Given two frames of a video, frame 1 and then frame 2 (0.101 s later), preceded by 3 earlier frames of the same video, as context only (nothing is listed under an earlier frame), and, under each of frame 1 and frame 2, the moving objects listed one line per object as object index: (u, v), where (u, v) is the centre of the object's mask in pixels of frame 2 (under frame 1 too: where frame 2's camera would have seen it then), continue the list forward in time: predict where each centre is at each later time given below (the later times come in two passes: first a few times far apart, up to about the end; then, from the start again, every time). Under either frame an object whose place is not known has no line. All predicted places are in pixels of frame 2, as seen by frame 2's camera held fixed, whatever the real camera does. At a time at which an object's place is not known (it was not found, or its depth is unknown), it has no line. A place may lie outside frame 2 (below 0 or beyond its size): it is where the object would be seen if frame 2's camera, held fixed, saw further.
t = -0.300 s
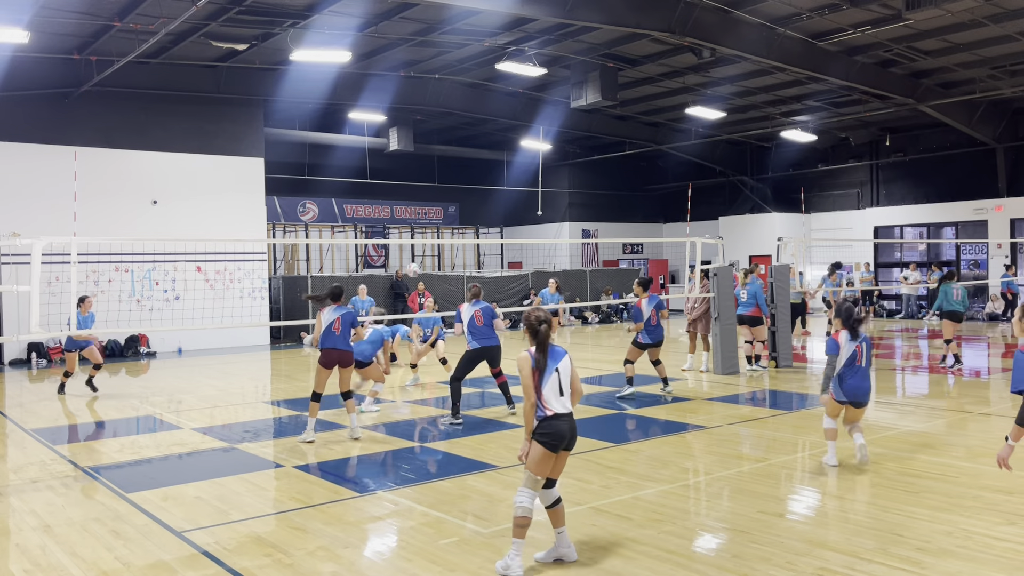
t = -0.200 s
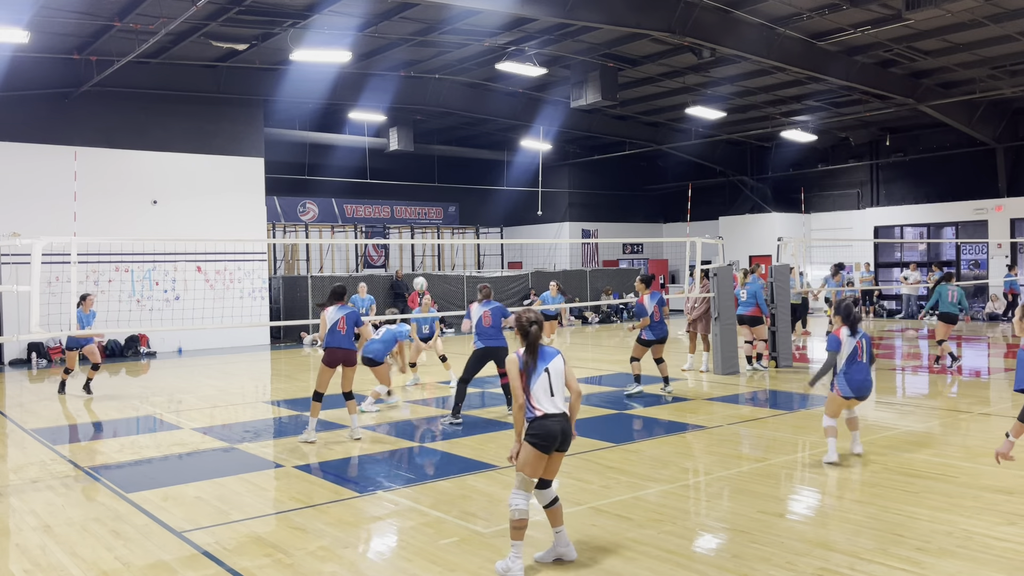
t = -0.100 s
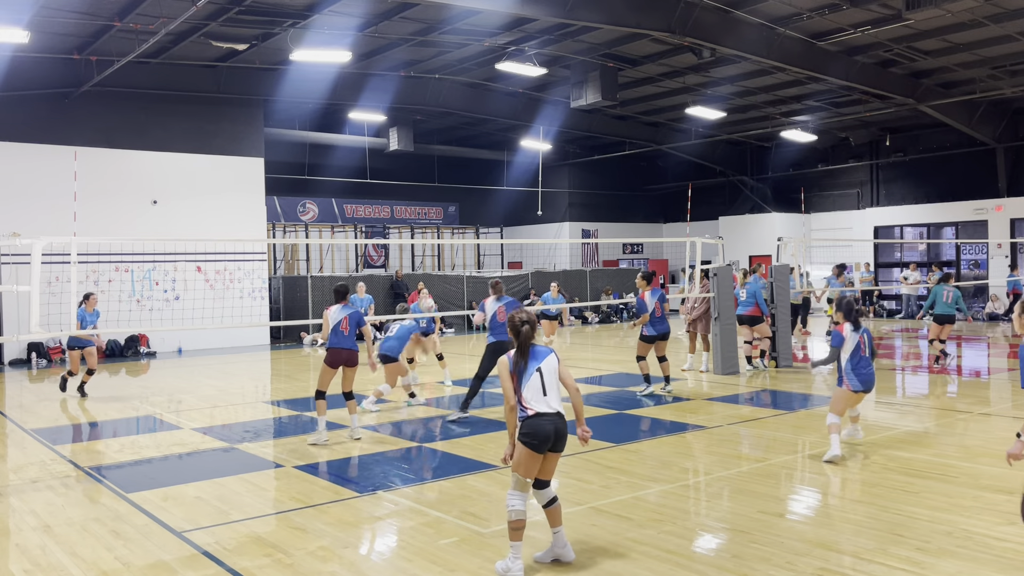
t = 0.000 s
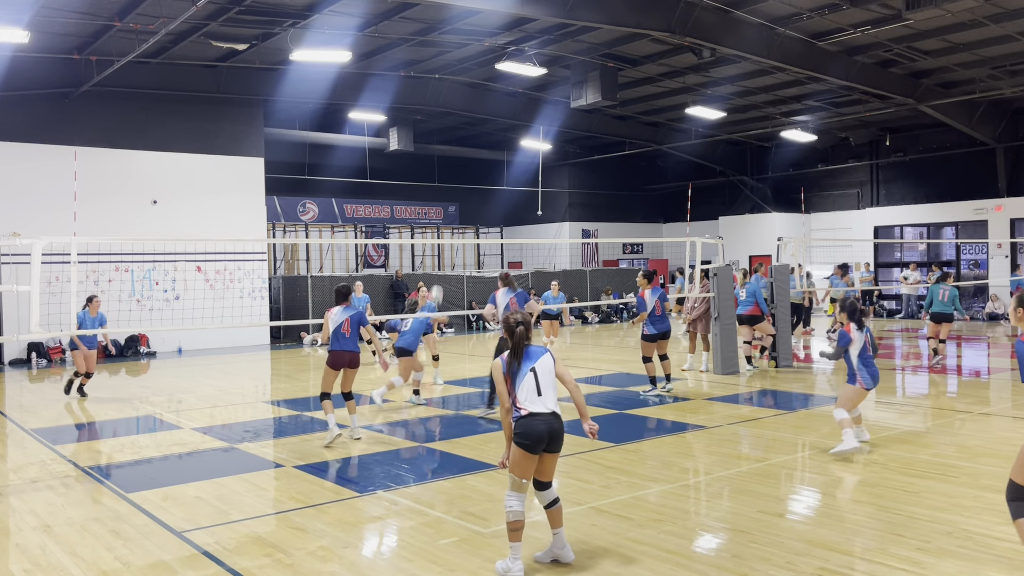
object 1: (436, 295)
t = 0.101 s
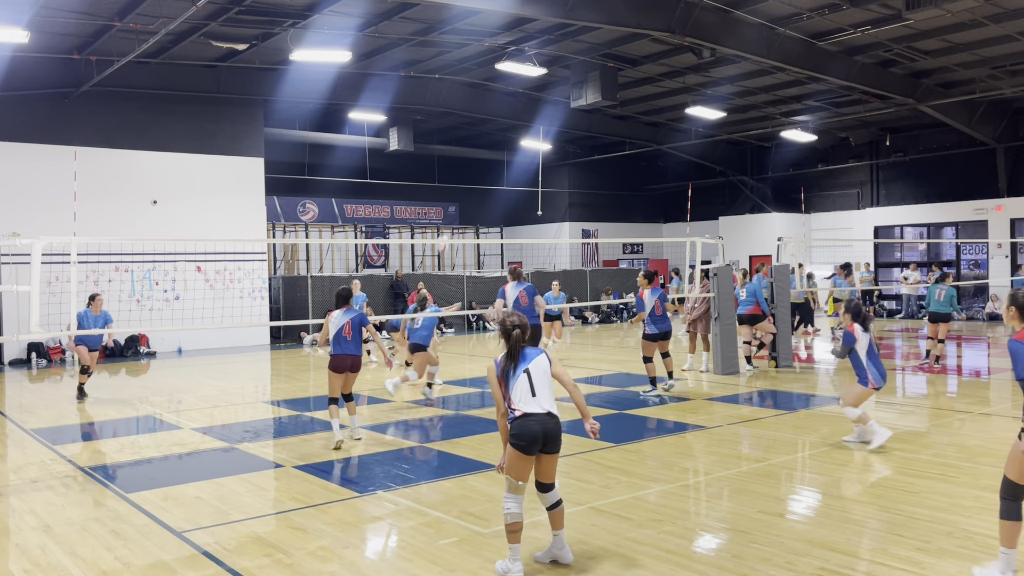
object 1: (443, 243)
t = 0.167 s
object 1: (448, 215)
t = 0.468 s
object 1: (469, 127)
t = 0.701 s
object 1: (485, 103)
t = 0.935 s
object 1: (501, 111)
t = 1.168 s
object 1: (516, 150)
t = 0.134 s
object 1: (446, 230)
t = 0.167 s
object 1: (448, 215)
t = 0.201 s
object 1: (450, 202)
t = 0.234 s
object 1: (452, 190)
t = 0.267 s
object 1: (455, 178)
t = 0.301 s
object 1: (457, 168)
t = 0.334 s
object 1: (459, 158)
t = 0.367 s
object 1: (462, 149)
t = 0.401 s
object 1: (464, 141)
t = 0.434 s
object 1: (466, 134)
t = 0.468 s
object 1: (469, 127)
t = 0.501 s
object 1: (471, 122)
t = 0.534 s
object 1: (473, 117)
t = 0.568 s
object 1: (475, 112)
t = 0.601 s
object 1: (478, 109)
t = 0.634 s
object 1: (480, 106)
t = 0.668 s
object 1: (483, 104)
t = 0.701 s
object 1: (485, 103)
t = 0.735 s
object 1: (487, 102)
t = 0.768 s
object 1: (489, 102)
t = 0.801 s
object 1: (492, 102)
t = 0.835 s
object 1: (494, 104)
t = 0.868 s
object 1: (496, 106)
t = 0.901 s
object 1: (498, 108)
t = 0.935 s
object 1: (501, 111)
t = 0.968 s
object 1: (503, 115)
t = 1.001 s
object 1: (505, 119)
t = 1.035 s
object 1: (508, 124)
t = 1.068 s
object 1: (510, 130)
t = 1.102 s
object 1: (512, 136)
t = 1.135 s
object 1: (514, 142)
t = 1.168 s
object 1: (516, 150)
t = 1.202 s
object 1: (519, 157)
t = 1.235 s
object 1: (521, 166)
